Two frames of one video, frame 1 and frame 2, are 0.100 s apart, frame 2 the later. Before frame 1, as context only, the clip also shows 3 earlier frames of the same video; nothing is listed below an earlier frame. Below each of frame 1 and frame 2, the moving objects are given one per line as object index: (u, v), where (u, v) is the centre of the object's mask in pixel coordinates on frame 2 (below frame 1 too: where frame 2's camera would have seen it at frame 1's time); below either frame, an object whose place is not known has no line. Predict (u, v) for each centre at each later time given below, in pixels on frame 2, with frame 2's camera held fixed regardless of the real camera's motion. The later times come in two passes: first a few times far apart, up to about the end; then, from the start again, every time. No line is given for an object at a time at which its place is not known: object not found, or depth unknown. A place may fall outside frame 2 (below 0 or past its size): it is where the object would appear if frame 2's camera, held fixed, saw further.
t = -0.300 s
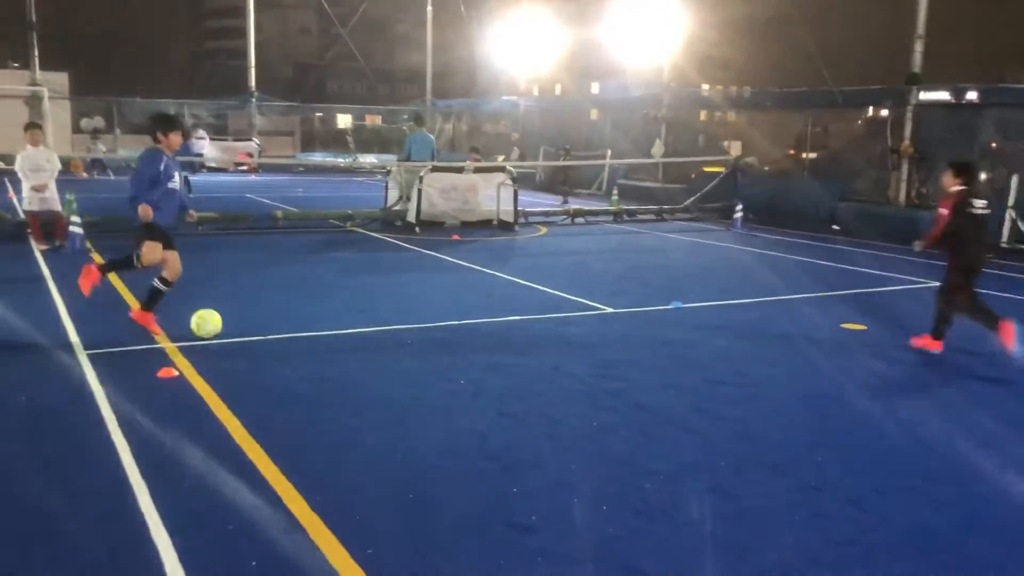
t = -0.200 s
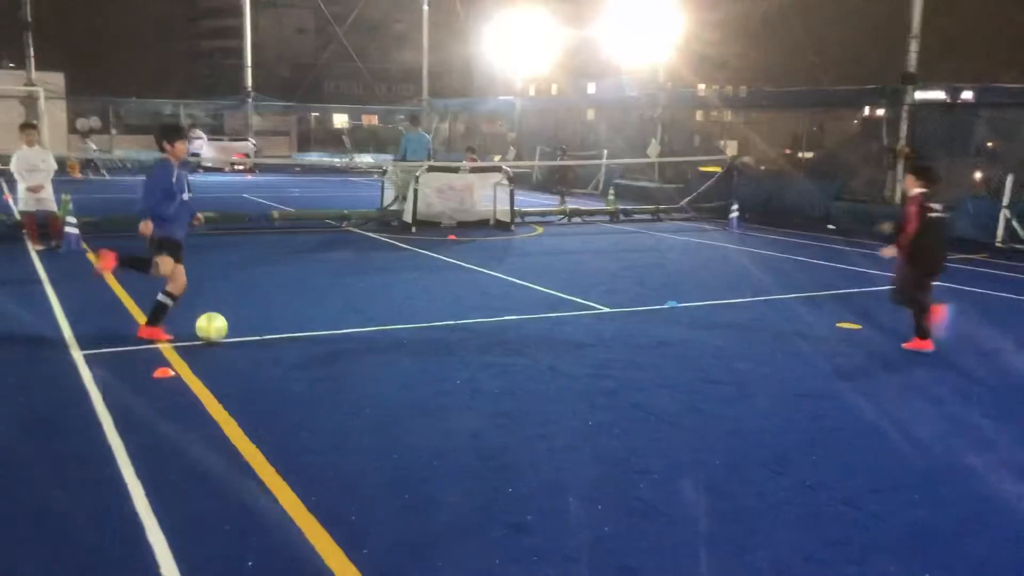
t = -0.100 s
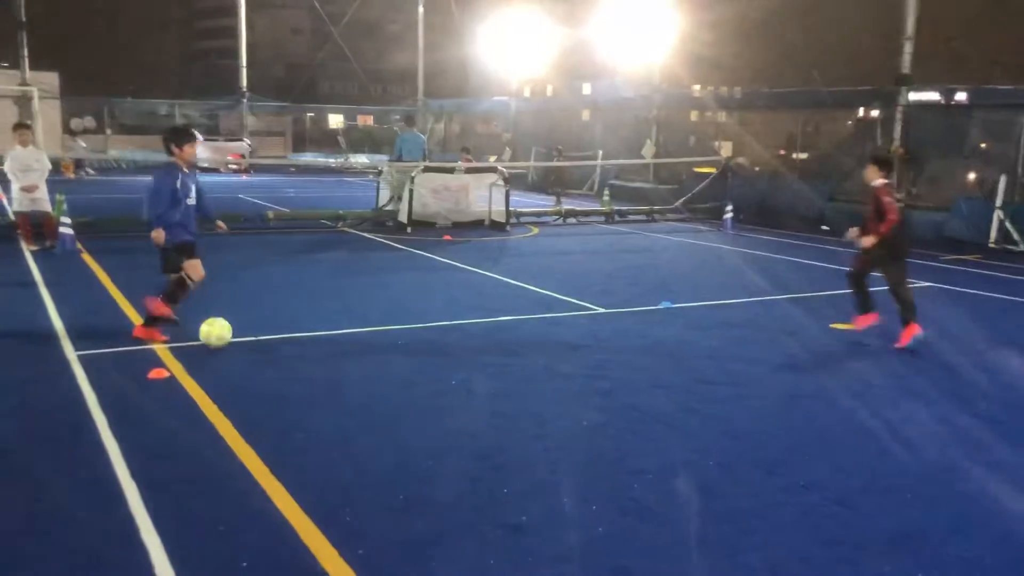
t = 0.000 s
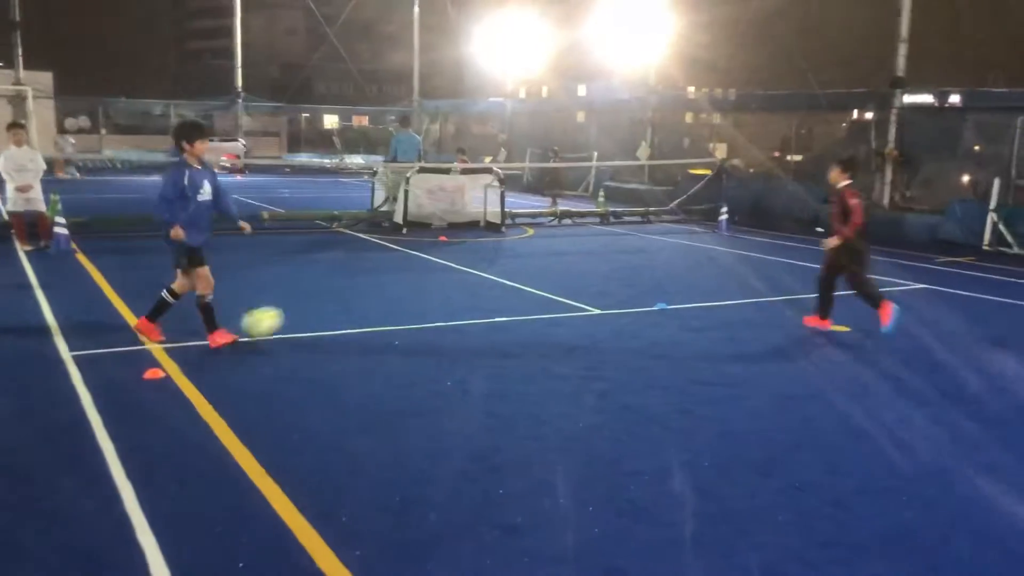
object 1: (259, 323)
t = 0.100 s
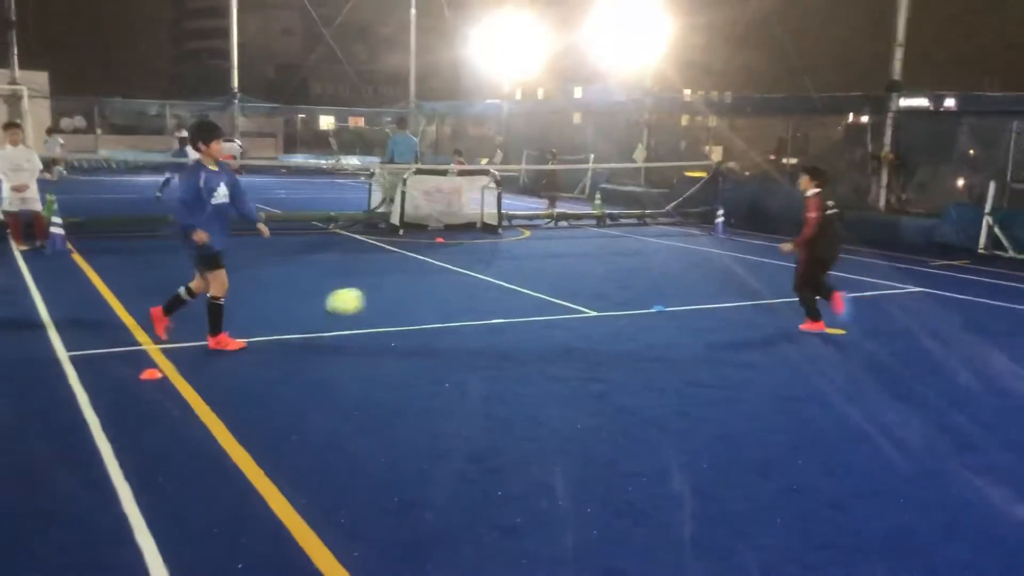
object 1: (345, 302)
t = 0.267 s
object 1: (460, 298)
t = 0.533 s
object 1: (583, 279)
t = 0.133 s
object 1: (372, 298)
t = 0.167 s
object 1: (396, 296)
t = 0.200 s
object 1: (418, 296)
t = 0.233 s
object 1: (440, 297)
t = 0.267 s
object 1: (460, 298)
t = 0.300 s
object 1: (478, 291)
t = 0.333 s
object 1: (495, 285)
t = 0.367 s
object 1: (512, 280)
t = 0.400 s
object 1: (527, 278)
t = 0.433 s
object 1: (542, 276)
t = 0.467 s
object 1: (557, 276)
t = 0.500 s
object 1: (570, 276)
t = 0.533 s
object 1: (583, 279)
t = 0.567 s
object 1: (596, 277)
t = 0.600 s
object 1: (607, 271)
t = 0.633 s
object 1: (619, 268)
